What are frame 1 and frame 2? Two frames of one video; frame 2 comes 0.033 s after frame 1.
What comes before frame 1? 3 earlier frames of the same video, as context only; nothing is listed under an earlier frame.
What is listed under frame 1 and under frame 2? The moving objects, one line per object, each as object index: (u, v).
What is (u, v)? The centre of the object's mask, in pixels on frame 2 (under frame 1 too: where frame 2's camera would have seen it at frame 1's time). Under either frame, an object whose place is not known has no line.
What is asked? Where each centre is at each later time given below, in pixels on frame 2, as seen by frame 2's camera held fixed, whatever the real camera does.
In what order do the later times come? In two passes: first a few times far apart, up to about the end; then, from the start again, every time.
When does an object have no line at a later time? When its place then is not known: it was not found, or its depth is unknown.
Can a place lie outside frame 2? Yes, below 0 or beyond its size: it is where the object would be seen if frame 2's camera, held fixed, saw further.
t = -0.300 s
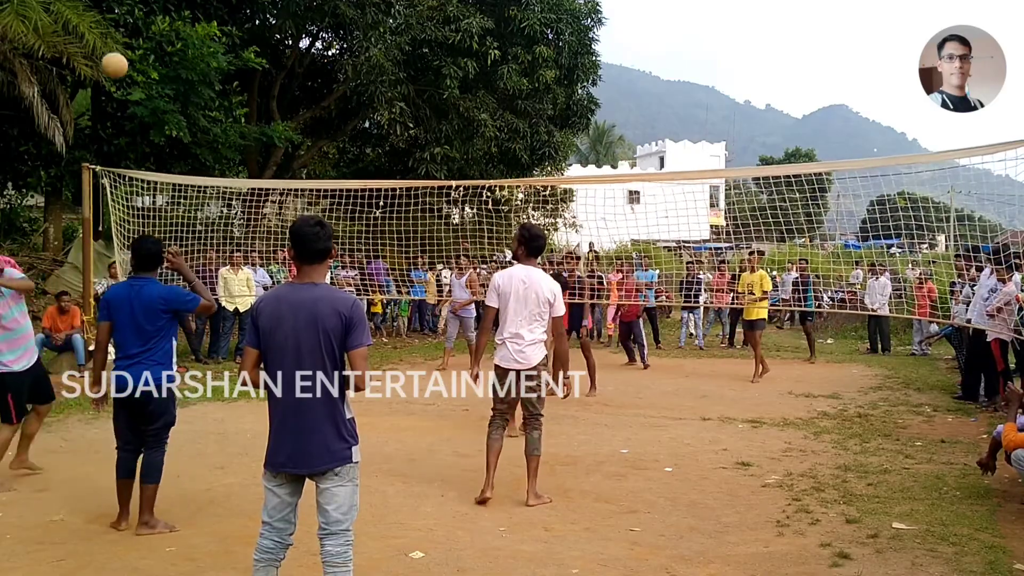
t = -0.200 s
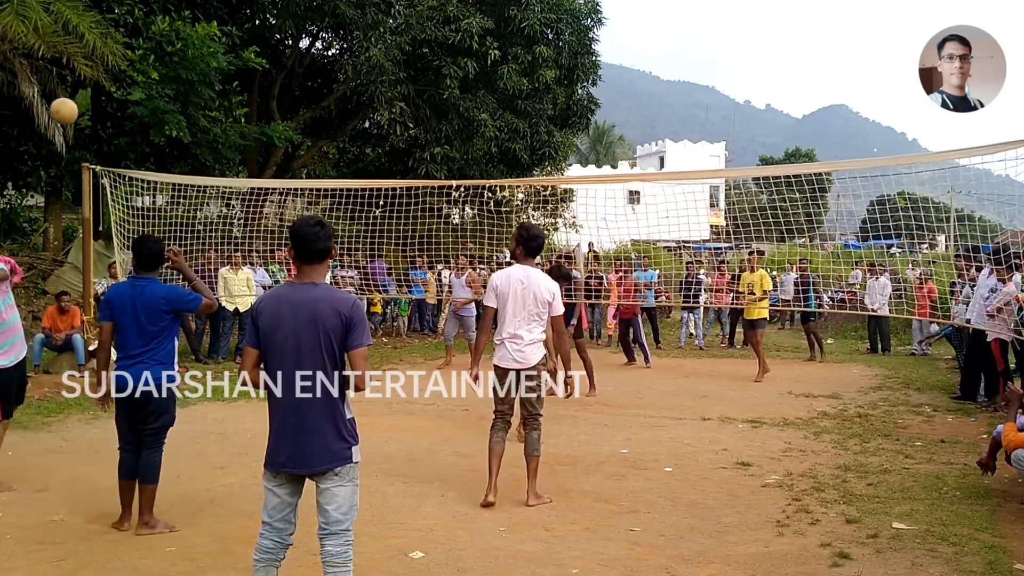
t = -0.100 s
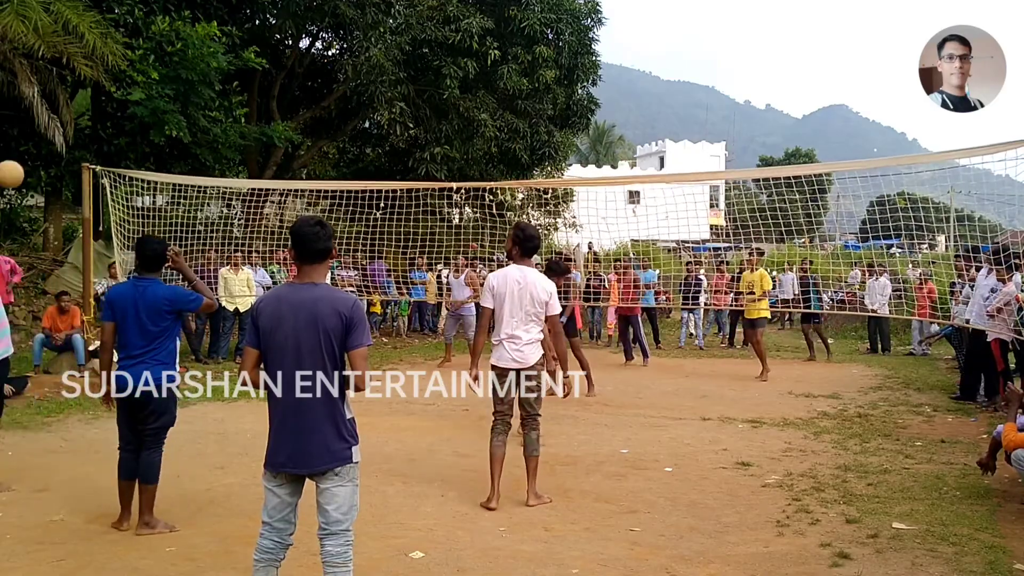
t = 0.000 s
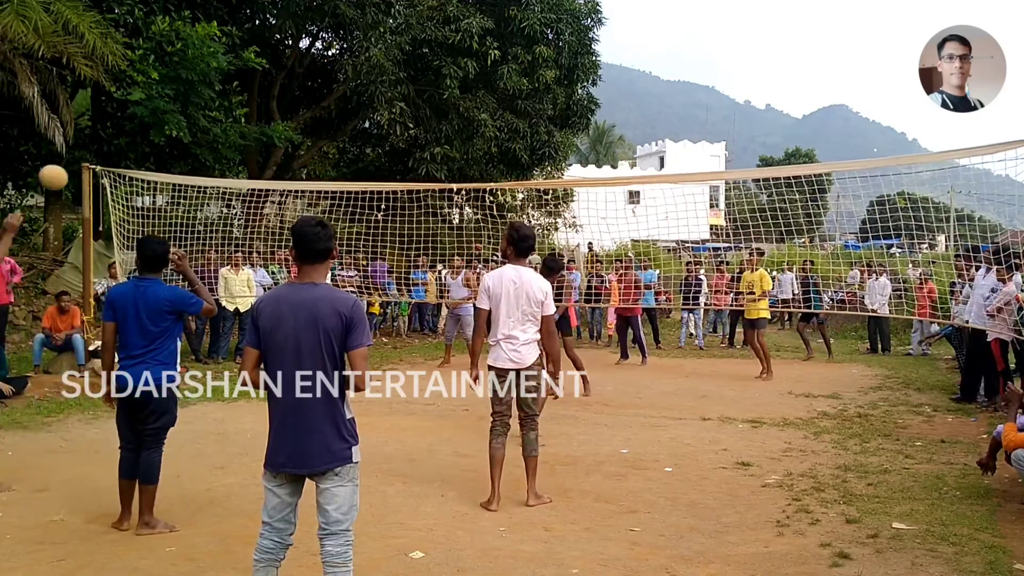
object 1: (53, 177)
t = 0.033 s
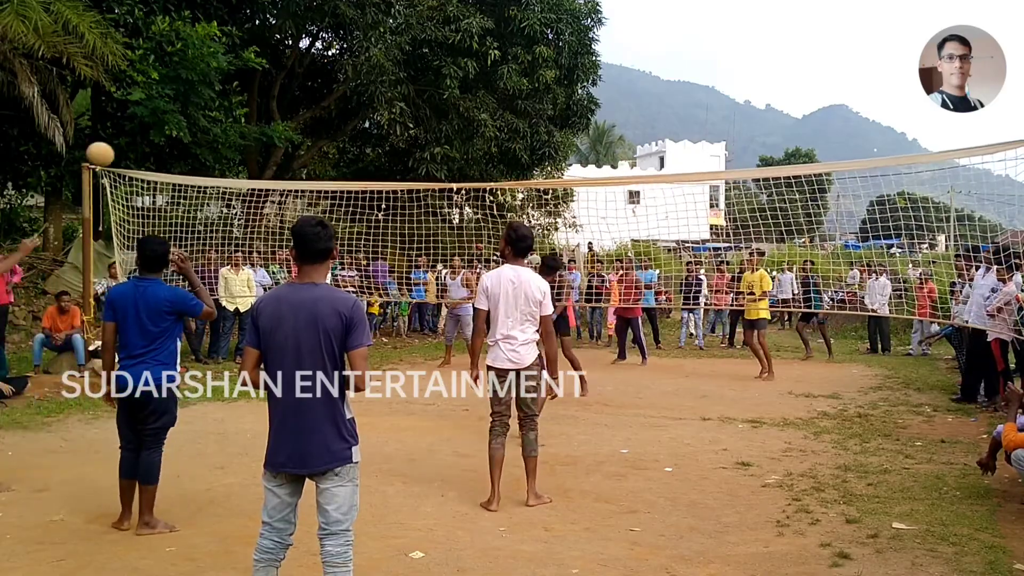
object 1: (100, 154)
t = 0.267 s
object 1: (347, 66)
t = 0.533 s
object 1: (521, 60)
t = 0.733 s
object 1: (607, 91)
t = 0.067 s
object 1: (143, 134)
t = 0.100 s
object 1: (184, 117)
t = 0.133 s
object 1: (221, 102)
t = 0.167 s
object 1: (256, 91)
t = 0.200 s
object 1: (289, 80)
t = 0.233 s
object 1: (319, 72)
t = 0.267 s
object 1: (347, 66)
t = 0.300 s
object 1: (374, 61)
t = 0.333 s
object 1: (399, 57)
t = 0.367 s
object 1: (423, 55)
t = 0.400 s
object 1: (445, 54)
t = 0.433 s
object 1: (465, 54)
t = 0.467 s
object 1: (485, 55)
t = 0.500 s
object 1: (503, 57)
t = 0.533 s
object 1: (521, 60)
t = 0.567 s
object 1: (537, 63)
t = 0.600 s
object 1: (553, 68)
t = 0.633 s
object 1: (567, 72)
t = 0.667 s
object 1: (581, 78)
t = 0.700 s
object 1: (595, 84)
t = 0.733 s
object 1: (607, 91)
